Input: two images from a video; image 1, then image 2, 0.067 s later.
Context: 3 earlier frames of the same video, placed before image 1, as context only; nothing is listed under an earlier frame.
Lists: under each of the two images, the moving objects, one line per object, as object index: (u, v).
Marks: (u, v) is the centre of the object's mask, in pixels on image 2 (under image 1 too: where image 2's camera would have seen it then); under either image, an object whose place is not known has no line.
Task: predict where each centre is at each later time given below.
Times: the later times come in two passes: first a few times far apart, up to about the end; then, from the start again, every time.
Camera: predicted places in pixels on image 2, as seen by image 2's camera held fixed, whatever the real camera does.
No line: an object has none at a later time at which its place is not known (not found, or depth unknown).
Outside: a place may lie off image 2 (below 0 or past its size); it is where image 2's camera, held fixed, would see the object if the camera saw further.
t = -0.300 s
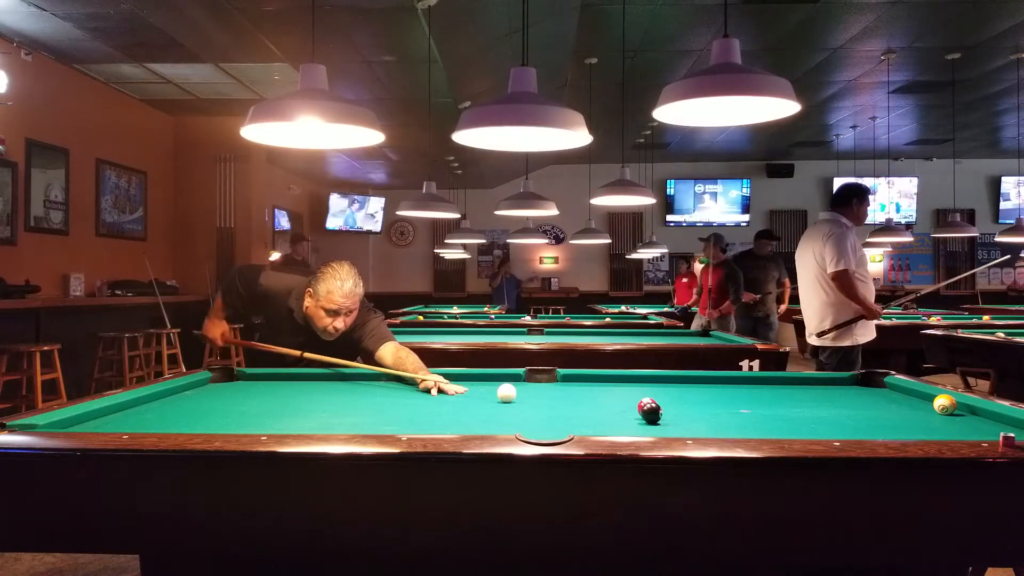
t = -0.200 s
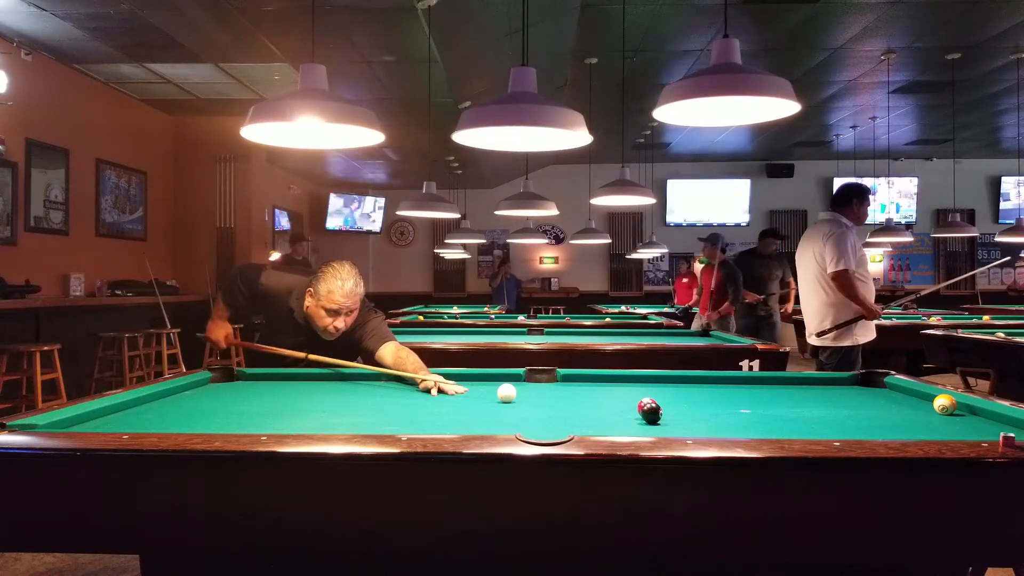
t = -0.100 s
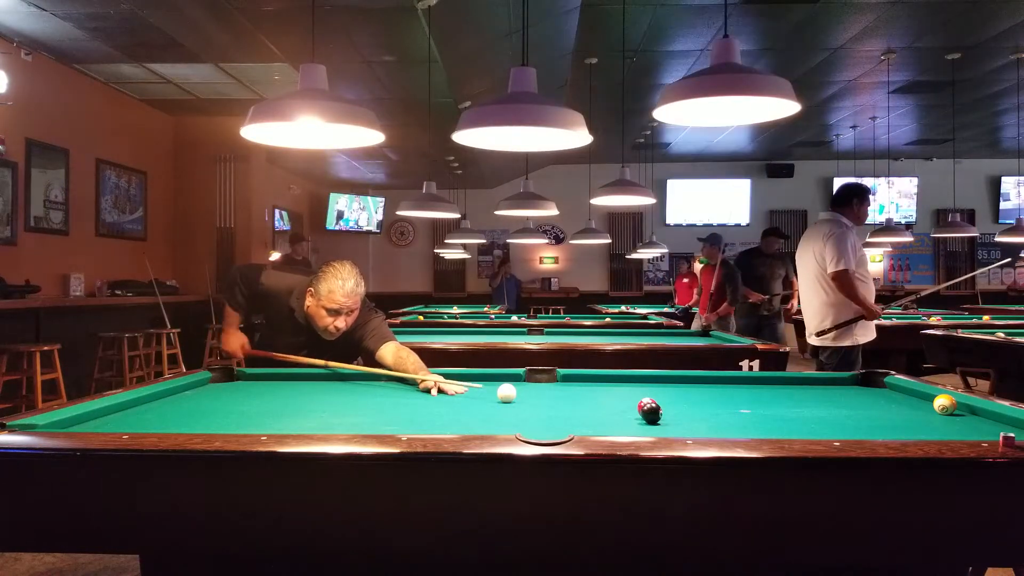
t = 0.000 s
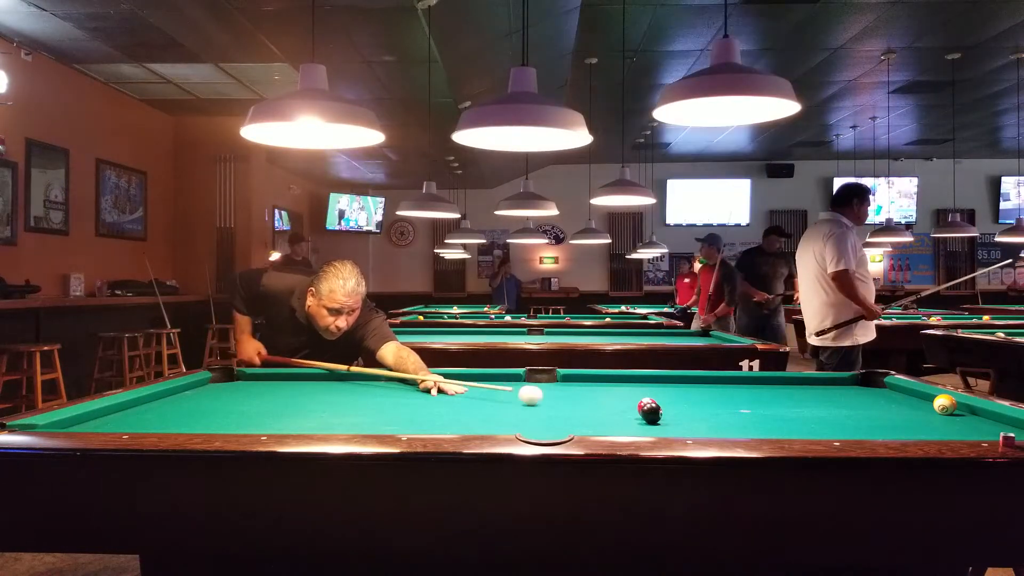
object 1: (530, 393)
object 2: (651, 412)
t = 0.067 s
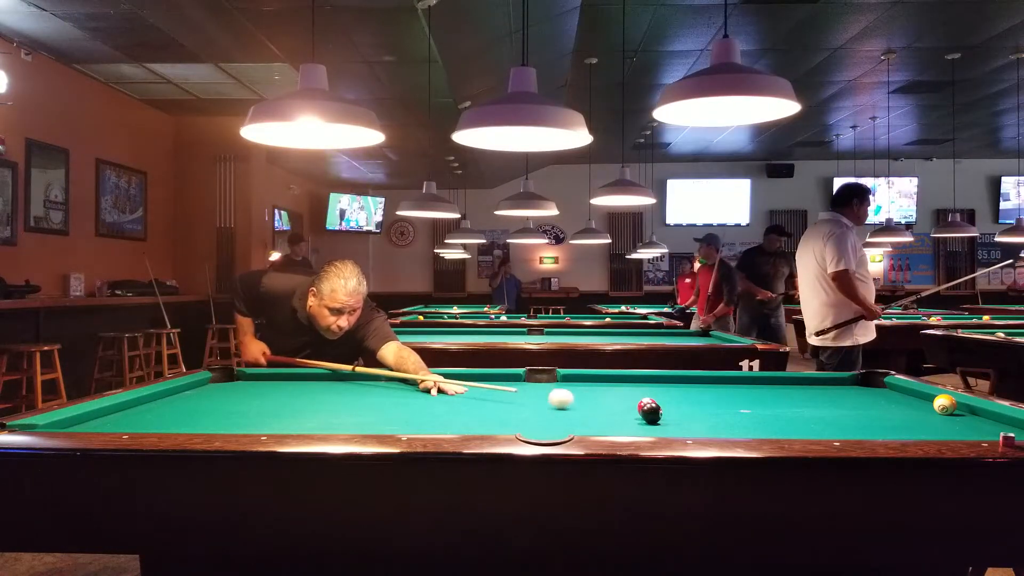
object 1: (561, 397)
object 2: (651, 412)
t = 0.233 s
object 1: (627, 405)
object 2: (651, 412)
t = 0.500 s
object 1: (631, 410)
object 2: (670, 415)
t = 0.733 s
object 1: (631, 413)
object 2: (694, 418)
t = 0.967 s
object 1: (632, 418)
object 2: (717, 422)
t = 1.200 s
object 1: (630, 421)
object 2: (738, 424)
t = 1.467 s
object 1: (629, 423)
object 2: (762, 426)
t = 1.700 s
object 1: (628, 424)
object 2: (781, 428)
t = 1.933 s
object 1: (627, 426)
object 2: (798, 429)
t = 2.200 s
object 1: (624, 427)
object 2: (816, 431)
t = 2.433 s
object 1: (622, 428)
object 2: (829, 432)
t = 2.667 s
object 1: (620, 428)
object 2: (841, 432)
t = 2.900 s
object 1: (619, 429)
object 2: (843, 432)
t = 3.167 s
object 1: (617, 429)
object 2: (844, 432)
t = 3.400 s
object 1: (616, 429)
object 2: (843, 432)
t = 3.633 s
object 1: (616, 429)
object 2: (843, 432)
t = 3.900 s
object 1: (616, 429)
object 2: (843, 432)
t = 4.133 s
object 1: (616, 429)
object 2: (843, 432)
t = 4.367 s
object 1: (616, 429)
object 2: (843, 432)
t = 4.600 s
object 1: (616, 429)
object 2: (843, 432)
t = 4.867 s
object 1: (616, 429)
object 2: (843, 432)
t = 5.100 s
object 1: (616, 429)
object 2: (843, 432)
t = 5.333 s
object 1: (616, 429)
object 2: (843, 432)
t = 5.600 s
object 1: (616, 429)
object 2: (843, 432)
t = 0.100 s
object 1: (577, 398)
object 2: (651, 412)
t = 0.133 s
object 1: (593, 400)
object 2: (651, 412)
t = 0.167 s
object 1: (610, 402)
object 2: (651, 413)
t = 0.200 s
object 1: (626, 404)
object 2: (651, 413)
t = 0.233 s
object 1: (627, 405)
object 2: (651, 412)
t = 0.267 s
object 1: (627, 406)
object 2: (651, 413)
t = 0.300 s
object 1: (628, 406)
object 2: (651, 413)
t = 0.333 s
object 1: (631, 407)
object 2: (651, 413)
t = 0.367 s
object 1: (631, 408)
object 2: (655, 413)
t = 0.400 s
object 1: (631, 408)
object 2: (659, 414)
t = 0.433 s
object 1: (631, 409)
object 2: (663, 414)
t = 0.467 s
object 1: (631, 409)
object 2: (666, 415)
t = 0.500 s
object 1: (631, 410)
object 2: (670, 415)
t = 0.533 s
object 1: (631, 410)
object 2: (673, 416)
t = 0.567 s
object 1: (631, 410)
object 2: (676, 416)
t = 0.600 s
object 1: (631, 411)
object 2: (680, 416)
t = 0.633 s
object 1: (631, 411)
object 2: (684, 417)
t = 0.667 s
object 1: (631, 412)
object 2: (687, 417)
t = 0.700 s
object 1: (631, 412)
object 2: (690, 418)
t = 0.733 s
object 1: (631, 413)
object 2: (694, 418)
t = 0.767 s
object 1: (631, 414)
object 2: (697, 419)
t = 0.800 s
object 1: (632, 414)
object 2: (700, 419)
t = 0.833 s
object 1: (631, 415)
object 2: (704, 420)
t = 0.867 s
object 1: (632, 417)
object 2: (707, 420)
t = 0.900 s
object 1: (632, 417)
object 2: (710, 421)
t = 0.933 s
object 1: (632, 418)
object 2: (713, 421)
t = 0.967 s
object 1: (632, 418)
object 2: (717, 422)
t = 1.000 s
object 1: (631, 419)
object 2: (720, 422)
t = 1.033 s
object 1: (631, 419)
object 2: (723, 422)
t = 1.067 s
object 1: (631, 420)
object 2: (726, 423)
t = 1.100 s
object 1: (631, 420)
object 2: (729, 423)
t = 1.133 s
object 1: (631, 420)
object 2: (732, 423)
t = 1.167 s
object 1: (631, 420)
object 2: (735, 424)
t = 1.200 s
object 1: (630, 421)
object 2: (738, 424)
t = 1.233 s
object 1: (630, 421)
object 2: (741, 424)
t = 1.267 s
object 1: (630, 421)
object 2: (745, 425)
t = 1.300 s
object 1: (630, 422)
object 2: (747, 425)
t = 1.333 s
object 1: (630, 422)
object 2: (750, 425)
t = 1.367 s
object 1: (630, 422)
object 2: (753, 425)
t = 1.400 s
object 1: (629, 423)
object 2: (756, 426)
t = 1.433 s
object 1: (629, 423)
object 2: (759, 426)
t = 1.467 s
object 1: (629, 423)
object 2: (762, 426)
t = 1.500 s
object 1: (629, 424)
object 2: (765, 426)
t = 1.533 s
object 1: (629, 424)
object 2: (768, 427)
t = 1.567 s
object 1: (628, 424)
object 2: (770, 427)
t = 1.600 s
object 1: (628, 424)
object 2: (773, 427)
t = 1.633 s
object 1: (628, 424)
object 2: (776, 427)
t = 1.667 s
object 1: (628, 424)
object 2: (778, 428)
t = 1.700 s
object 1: (628, 424)
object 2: (781, 428)
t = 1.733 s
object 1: (628, 425)
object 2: (784, 428)
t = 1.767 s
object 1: (628, 425)
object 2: (786, 428)
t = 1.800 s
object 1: (627, 425)
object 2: (789, 428)
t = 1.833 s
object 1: (627, 425)
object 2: (791, 428)
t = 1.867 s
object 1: (627, 425)
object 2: (794, 429)
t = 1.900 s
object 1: (627, 425)
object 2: (796, 429)
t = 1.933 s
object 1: (627, 426)
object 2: (798, 429)
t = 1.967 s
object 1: (626, 426)
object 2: (801, 429)
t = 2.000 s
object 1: (626, 426)
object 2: (803, 429)
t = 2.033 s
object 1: (626, 426)
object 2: (805, 430)
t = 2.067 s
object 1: (626, 426)
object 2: (808, 430)
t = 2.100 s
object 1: (626, 426)
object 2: (810, 430)
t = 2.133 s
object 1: (625, 427)
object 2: (812, 430)
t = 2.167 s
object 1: (625, 427)
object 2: (814, 430)
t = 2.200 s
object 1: (624, 427)
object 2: (816, 431)
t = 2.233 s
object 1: (624, 427)
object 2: (818, 431)
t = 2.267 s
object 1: (624, 427)
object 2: (820, 431)
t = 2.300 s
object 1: (624, 427)
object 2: (822, 431)
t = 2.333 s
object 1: (623, 427)
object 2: (824, 431)
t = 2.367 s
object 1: (622, 428)
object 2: (826, 431)
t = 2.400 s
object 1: (622, 428)
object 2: (828, 431)
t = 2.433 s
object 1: (622, 428)
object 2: (829, 432)
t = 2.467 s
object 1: (622, 428)
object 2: (831, 432)
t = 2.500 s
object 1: (621, 428)
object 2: (833, 432)
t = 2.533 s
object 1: (621, 428)
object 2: (835, 432)
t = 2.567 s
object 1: (621, 428)
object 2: (836, 432)
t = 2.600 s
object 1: (621, 428)
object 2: (838, 432)
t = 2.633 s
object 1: (620, 428)
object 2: (839, 432)
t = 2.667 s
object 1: (620, 428)
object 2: (841, 432)
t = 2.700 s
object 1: (620, 428)
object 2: (841, 432)
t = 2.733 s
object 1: (620, 428)
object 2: (842, 432)
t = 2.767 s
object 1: (620, 428)
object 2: (842, 432)
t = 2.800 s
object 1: (619, 428)
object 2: (842, 432)
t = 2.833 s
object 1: (619, 428)
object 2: (842, 432)
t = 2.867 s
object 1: (619, 429)
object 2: (843, 432)
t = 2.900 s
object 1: (619, 429)
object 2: (843, 432)
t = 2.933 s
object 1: (618, 429)
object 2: (843, 432)
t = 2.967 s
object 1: (618, 429)
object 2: (843, 432)
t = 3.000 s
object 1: (618, 429)
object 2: (843, 432)
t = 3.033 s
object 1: (618, 429)
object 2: (844, 432)
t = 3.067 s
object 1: (618, 429)
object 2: (844, 432)
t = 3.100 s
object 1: (617, 429)
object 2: (844, 432)
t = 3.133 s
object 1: (617, 429)
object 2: (844, 432)
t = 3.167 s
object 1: (617, 429)
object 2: (844, 432)
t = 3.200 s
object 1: (617, 429)
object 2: (844, 432)
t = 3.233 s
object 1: (617, 429)
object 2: (844, 432)
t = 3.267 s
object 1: (616, 429)
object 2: (844, 432)
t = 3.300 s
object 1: (616, 429)
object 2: (844, 432)
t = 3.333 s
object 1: (616, 429)
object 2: (844, 432)
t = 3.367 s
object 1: (616, 429)
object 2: (844, 432)
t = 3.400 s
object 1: (616, 429)
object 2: (843, 432)
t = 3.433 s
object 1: (616, 429)
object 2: (843, 432)
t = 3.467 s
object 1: (616, 429)
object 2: (843, 432)
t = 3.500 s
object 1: (616, 429)
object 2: (843, 432)
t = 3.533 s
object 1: (616, 429)
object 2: (843, 432)
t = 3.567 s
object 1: (616, 429)
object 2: (843, 432)
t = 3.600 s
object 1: (616, 429)
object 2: (843, 432)
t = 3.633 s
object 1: (616, 429)
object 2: (843, 432)
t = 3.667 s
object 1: (616, 429)
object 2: (843, 432)
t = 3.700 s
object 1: (616, 429)
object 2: (843, 432)
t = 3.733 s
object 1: (616, 429)
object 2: (843, 432)
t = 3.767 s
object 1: (616, 429)
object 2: (843, 432)
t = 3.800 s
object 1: (616, 429)
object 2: (843, 432)
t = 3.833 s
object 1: (616, 429)
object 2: (843, 432)
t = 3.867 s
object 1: (616, 429)
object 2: (843, 432)
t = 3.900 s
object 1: (616, 429)
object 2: (843, 432)
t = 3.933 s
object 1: (616, 429)
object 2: (843, 432)
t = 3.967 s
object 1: (616, 429)
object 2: (843, 432)
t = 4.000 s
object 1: (616, 429)
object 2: (843, 432)
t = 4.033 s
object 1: (616, 429)
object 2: (843, 432)
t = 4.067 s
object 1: (616, 429)
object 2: (843, 432)
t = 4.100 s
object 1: (616, 429)
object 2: (843, 432)
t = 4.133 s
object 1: (616, 429)
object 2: (843, 432)
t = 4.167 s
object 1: (616, 429)
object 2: (843, 432)
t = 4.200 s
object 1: (616, 429)
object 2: (843, 432)
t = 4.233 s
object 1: (616, 429)
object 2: (843, 432)
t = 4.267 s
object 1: (616, 429)
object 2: (843, 432)
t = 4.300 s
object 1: (616, 429)
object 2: (843, 432)
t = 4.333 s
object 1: (616, 429)
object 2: (843, 432)
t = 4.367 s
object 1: (616, 429)
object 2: (843, 432)
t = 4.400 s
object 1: (616, 429)
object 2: (843, 432)
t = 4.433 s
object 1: (616, 429)
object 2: (843, 432)
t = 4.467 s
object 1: (616, 429)
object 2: (843, 432)
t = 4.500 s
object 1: (616, 429)
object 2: (843, 432)
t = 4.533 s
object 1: (616, 429)
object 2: (843, 432)
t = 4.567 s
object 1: (616, 429)
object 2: (843, 432)
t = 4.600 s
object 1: (616, 429)
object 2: (843, 432)
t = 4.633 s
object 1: (616, 429)
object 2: (843, 432)
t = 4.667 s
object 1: (616, 429)
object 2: (843, 432)
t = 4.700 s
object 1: (616, 429)
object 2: (843, 432)
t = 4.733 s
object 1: (616, 429)
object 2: (843, 432)
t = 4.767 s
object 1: (616, 429)
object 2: (843, 432)
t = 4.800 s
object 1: (616, 429)
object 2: (843, 432)
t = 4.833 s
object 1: (616, 429)
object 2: (843, 432)
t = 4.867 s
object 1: (616, 429)
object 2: (843, 432)
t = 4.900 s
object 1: (616, 429)
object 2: (843, 432)
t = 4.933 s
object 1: (616, 429)
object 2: (843, 432)
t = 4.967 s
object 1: (616, 429)
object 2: (843, 432)
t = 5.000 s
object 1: (616, 429)
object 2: (843, 432)
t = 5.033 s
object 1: (616, 429)
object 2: (843, 432)
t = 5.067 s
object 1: (616, 429)
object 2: (843, 432)
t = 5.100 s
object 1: (616, 429)
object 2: (843, 432)
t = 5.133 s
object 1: (616, 429)
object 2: (843, 432)
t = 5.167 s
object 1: (616, 429)
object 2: (843, 432)
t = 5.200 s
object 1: (616, 429)
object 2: (843, 432)
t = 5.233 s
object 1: (616, 429)
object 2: (843, 432)
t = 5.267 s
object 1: (616, 429)
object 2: (843, 432)
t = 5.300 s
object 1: (616, 429)
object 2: (843, 432)
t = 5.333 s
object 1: (616, 429)
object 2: (843, 432)
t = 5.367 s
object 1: (616, 429)
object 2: (843, 432)
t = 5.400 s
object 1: (616, 429)
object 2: (843, 432)
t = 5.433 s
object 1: (616, 429)
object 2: (843, 432)
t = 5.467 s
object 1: (616, 429)
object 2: (843, 432)
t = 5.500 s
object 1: (616, 429)
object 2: (843, 432)
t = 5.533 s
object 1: (616, 429)
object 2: (843, 432)
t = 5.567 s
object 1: (616, 429)
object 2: (843, 432)
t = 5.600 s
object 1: (616, 429)
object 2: (843, 432)
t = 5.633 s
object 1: (616, 429)
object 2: (843, 432)
